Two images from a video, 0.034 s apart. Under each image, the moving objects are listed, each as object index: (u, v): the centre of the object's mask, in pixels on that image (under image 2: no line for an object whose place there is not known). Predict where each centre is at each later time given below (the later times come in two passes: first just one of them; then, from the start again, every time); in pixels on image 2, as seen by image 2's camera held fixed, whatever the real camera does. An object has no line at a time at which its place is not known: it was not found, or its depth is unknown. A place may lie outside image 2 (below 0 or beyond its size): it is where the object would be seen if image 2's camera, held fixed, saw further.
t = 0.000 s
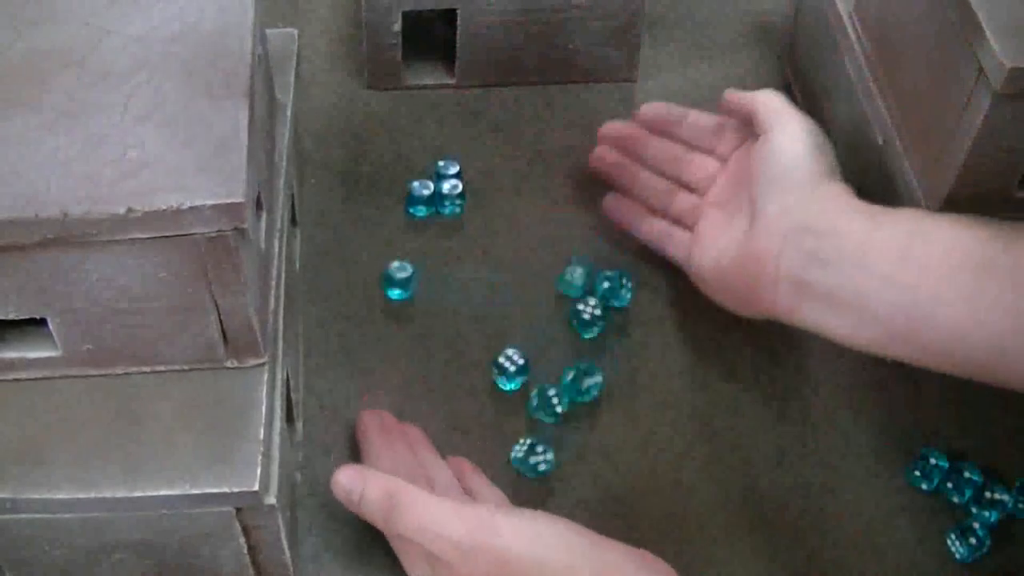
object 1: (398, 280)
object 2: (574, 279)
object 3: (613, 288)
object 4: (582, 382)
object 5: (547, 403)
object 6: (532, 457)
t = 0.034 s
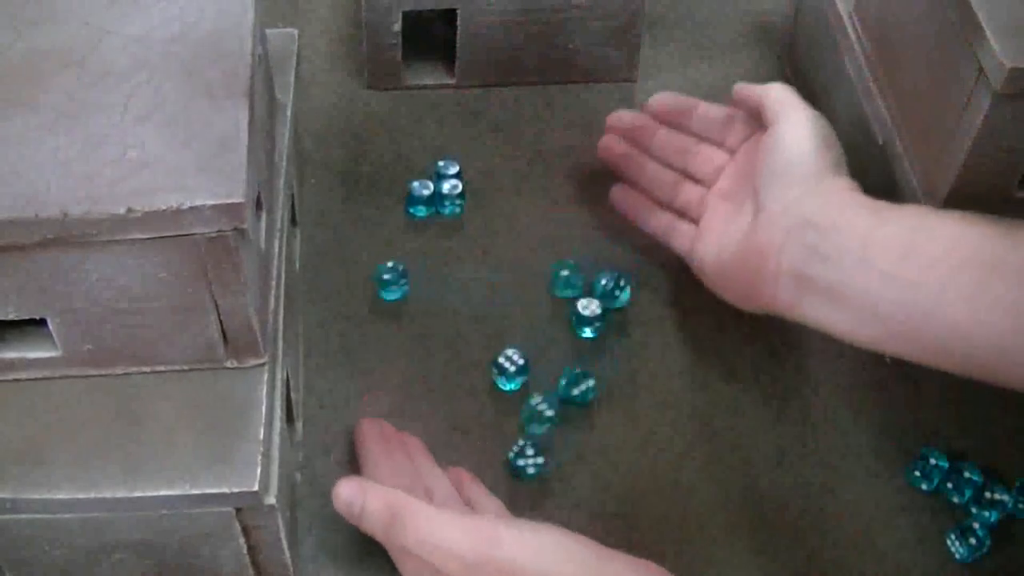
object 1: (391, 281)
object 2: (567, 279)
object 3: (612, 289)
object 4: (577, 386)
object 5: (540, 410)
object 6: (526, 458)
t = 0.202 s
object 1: (381, 282)
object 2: (554, 284)
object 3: (621, 300)
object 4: (550, 402)
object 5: (513, 421)
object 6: (520, 458)
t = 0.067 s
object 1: (384, 282)
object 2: (560, 281)
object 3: (612, 291)
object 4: (572, 389)
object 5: (529, 415)
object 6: (523, 458)
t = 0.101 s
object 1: (383, 282)
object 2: (557, 281)
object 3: (614, 293)
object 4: (566, 390)
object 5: (522, 421)
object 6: (519, 457)
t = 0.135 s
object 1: (381, 282)
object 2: (556, 282)
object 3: (617, 295)
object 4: (560, 391)
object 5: (517, 419)
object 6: (517, 454)
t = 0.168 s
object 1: (381, 282)
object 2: (555, 283)
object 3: (620, 298)
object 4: (554, 396)
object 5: (514, 420)
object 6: (518, 455)
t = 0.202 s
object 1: (381, 282)
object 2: (554, 284)
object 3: (621, 300)
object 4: (550, 402)
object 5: (513, 421)
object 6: (520, 458)
